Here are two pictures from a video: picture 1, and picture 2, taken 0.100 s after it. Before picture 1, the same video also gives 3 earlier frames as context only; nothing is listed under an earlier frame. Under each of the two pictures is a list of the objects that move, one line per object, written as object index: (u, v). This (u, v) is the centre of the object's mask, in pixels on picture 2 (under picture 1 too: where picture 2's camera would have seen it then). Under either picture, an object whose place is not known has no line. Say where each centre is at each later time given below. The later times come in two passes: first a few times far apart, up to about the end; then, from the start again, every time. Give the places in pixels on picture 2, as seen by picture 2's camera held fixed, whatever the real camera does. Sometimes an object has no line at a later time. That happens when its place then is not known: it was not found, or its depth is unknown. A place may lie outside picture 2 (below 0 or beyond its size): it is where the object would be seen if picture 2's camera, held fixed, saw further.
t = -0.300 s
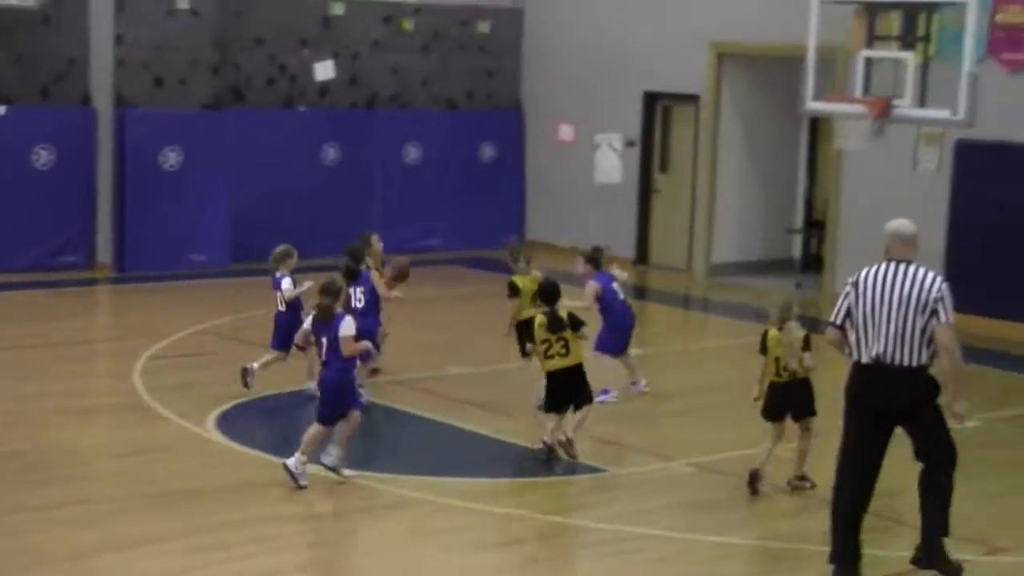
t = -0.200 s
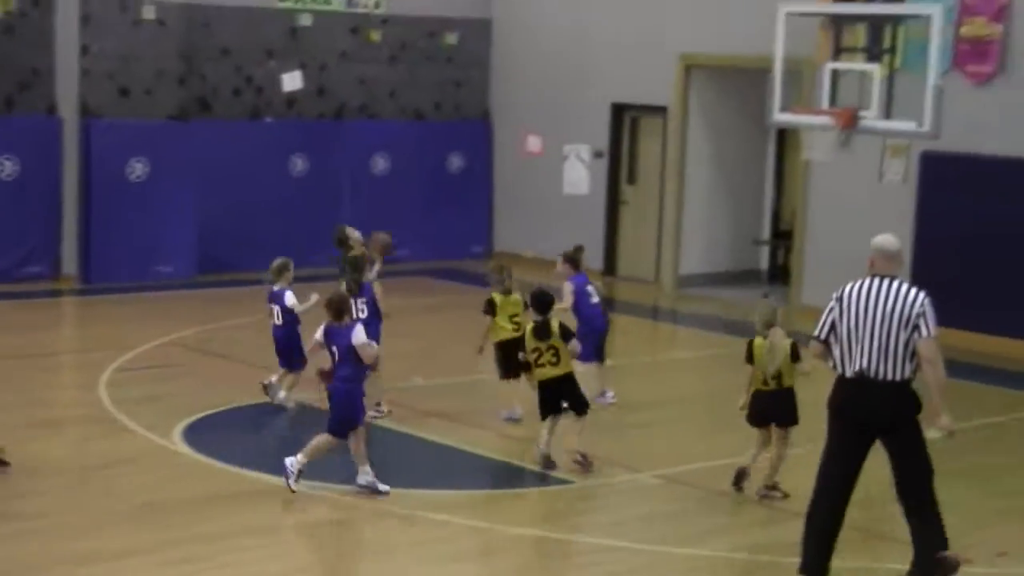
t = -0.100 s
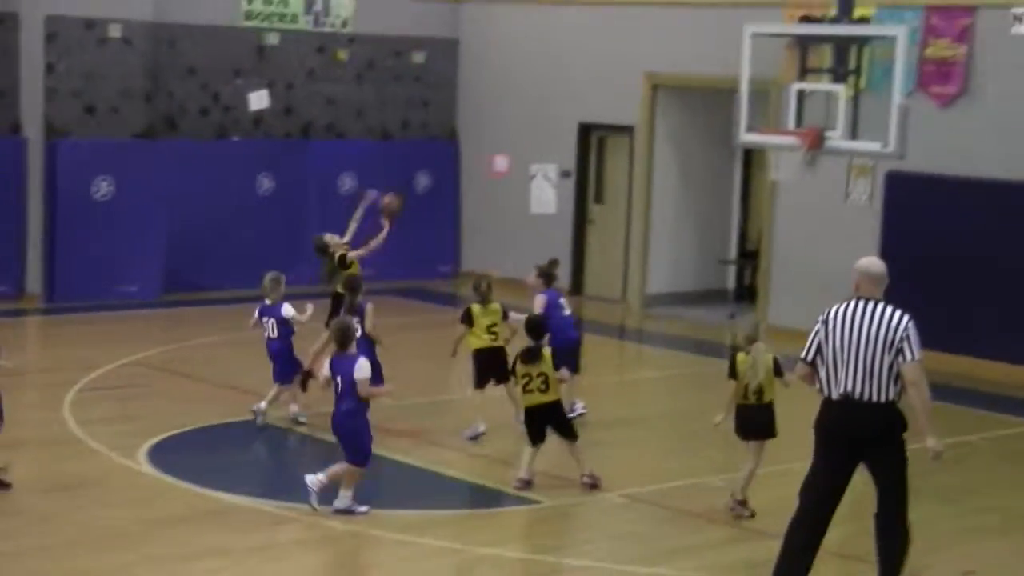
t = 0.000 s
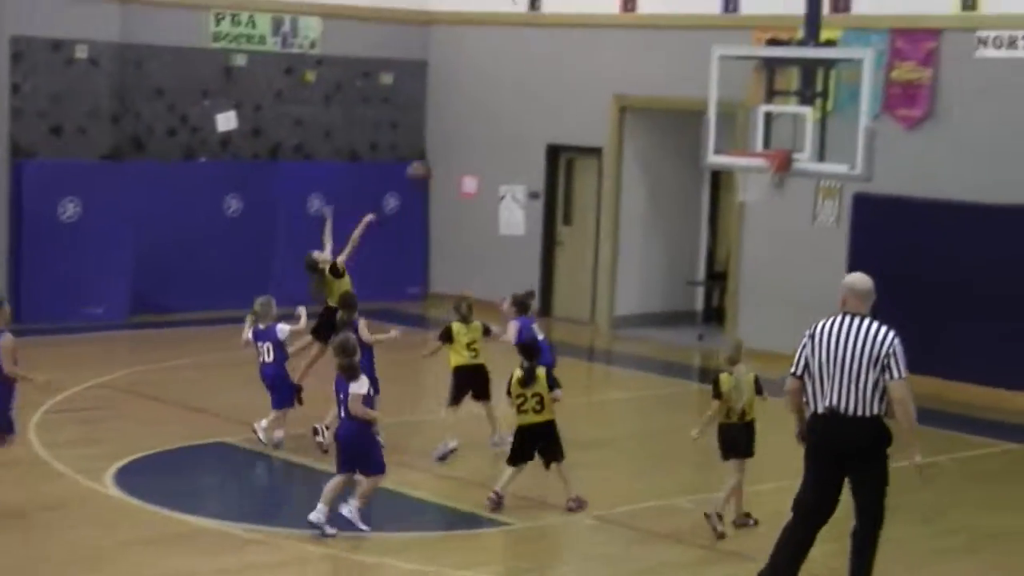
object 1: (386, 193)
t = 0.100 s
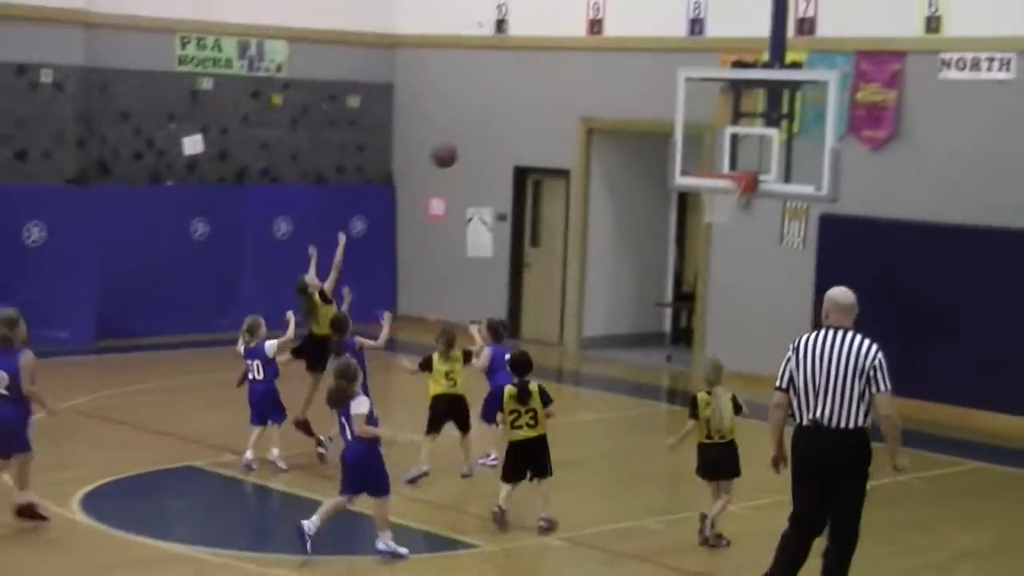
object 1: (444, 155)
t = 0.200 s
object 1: (500, 124)
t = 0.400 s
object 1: (609, 100)
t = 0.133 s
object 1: (463, 145)
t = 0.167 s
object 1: (481, 134)
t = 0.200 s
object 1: (500, 124)
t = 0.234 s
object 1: (519, 117)
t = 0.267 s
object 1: (538, 111)
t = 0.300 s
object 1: (556, 106)
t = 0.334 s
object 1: (574, 103)
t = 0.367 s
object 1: (592, 101)
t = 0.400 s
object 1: (609, 100)
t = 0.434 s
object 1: (626, 101)
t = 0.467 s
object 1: (643, 103)
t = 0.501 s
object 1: (659, 106)
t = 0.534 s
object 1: (673, 110)
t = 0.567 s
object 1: (692, 118)
